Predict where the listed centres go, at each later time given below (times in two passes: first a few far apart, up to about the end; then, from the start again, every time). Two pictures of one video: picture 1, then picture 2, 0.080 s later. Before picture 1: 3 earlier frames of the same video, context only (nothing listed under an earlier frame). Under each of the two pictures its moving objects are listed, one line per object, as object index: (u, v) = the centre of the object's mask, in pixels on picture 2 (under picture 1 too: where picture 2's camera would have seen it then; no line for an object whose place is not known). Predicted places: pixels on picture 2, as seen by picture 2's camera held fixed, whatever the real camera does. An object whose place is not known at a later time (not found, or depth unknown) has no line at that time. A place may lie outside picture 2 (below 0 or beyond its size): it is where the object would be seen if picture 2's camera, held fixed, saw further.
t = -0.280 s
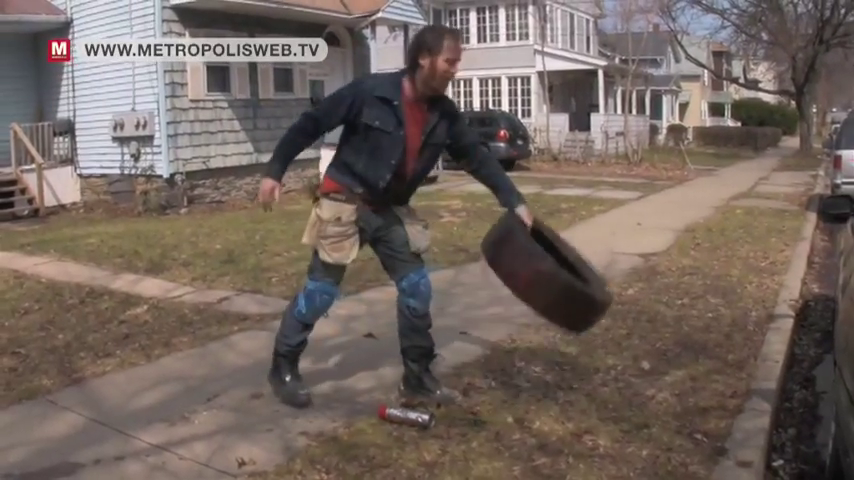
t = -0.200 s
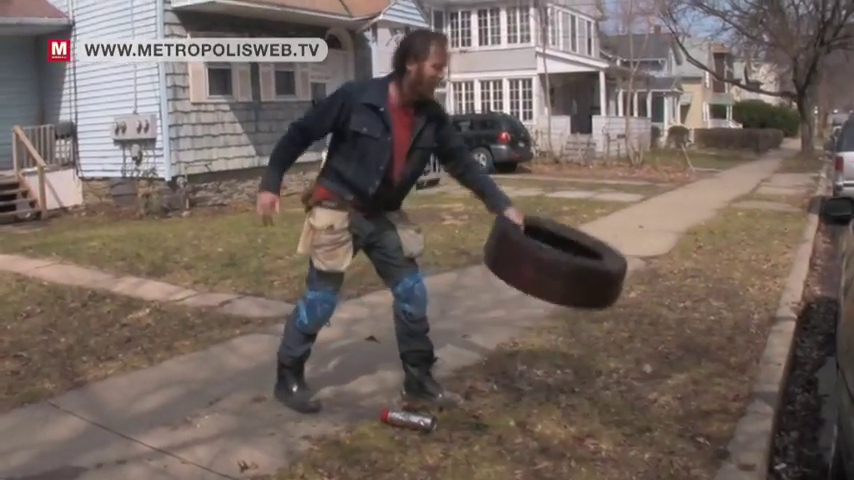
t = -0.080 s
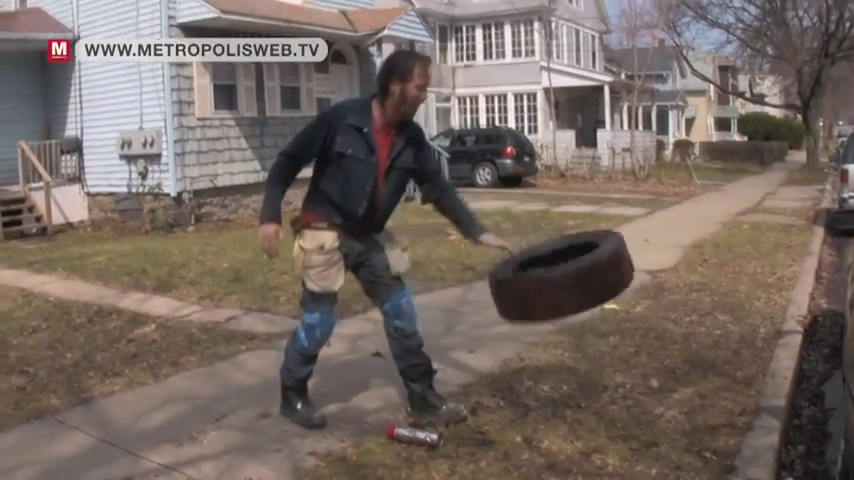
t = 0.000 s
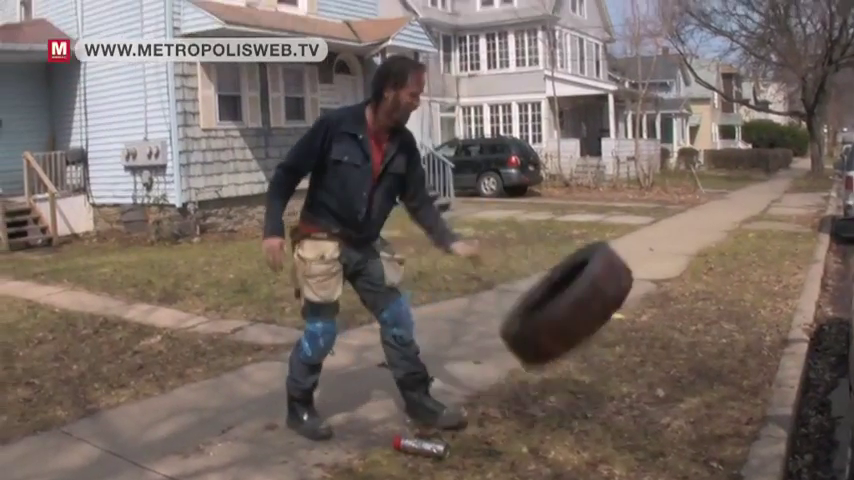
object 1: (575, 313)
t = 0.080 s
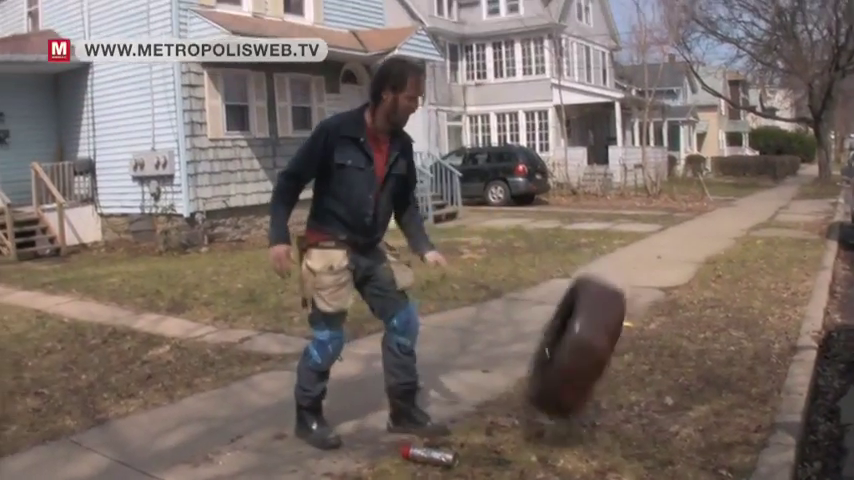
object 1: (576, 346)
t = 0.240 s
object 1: (567, 371)
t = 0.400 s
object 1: (554, 363)
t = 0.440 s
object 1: (551, 371)
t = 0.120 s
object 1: (574, 375)
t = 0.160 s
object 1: (572, 390)
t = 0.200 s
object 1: (570, 382)
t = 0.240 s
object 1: (567, 371)
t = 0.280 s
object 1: (564, 361)
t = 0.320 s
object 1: (560, 358)
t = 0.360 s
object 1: (557, 359)
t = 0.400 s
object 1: (554, 363)
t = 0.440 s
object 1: (551, 371)
